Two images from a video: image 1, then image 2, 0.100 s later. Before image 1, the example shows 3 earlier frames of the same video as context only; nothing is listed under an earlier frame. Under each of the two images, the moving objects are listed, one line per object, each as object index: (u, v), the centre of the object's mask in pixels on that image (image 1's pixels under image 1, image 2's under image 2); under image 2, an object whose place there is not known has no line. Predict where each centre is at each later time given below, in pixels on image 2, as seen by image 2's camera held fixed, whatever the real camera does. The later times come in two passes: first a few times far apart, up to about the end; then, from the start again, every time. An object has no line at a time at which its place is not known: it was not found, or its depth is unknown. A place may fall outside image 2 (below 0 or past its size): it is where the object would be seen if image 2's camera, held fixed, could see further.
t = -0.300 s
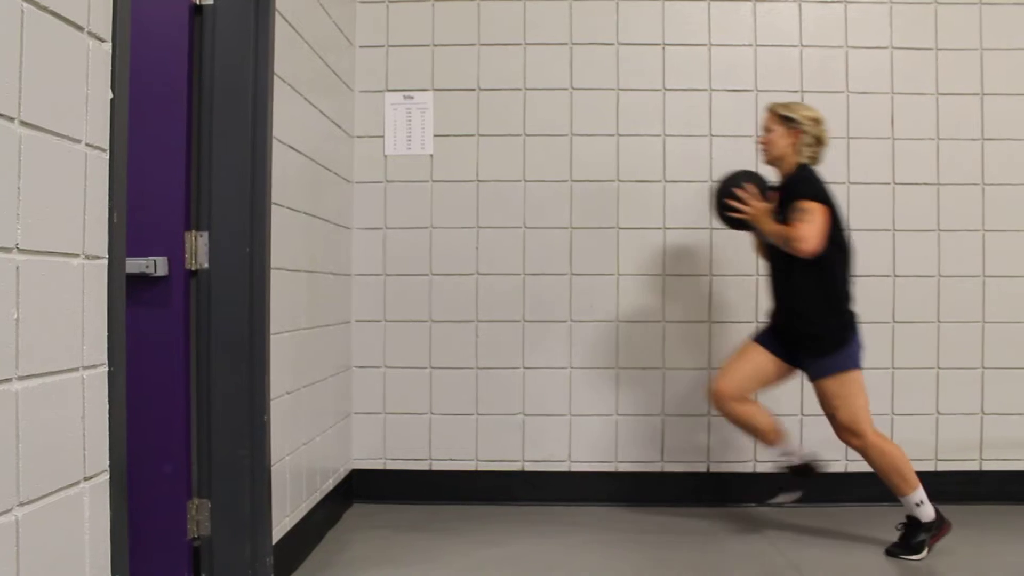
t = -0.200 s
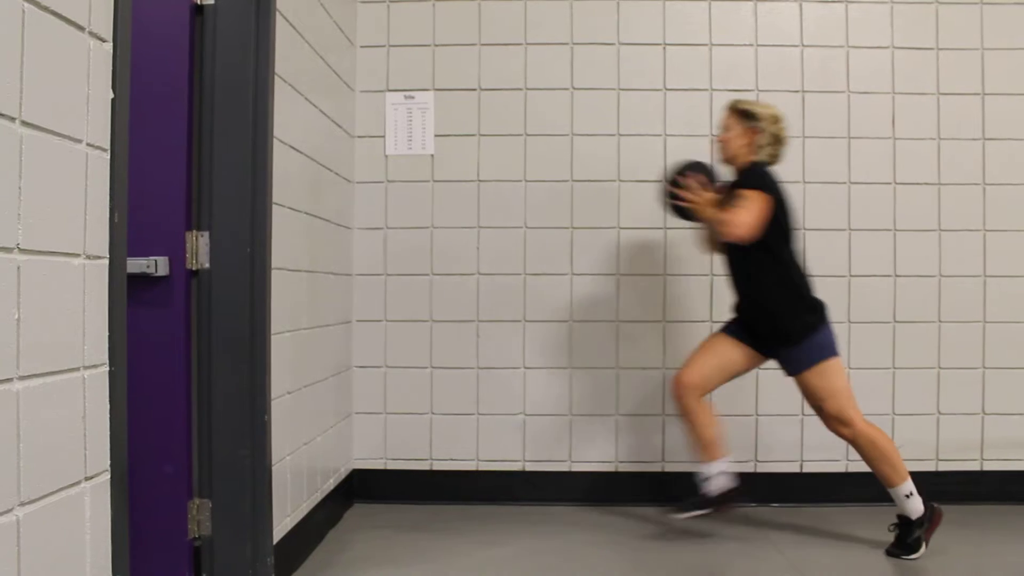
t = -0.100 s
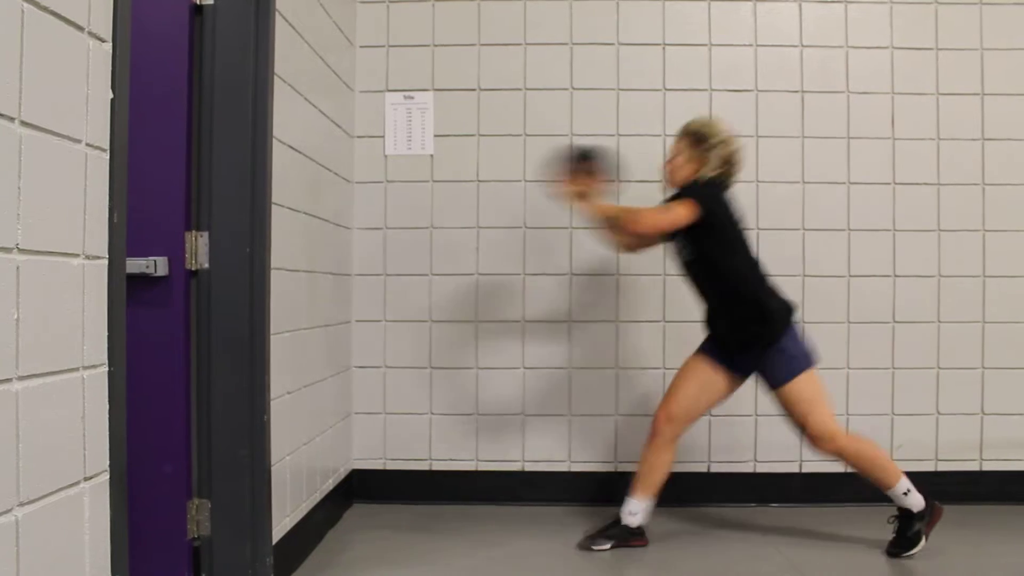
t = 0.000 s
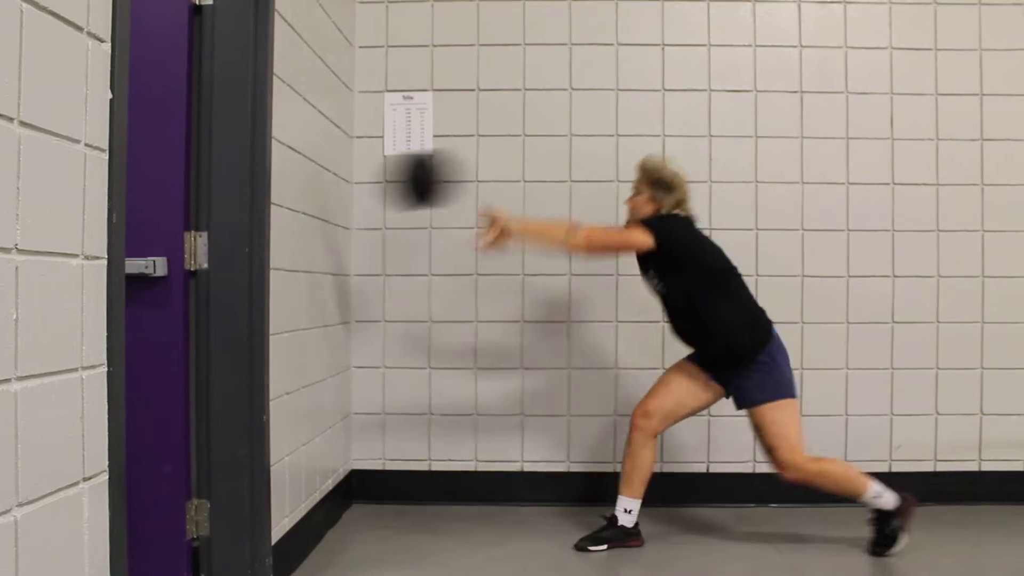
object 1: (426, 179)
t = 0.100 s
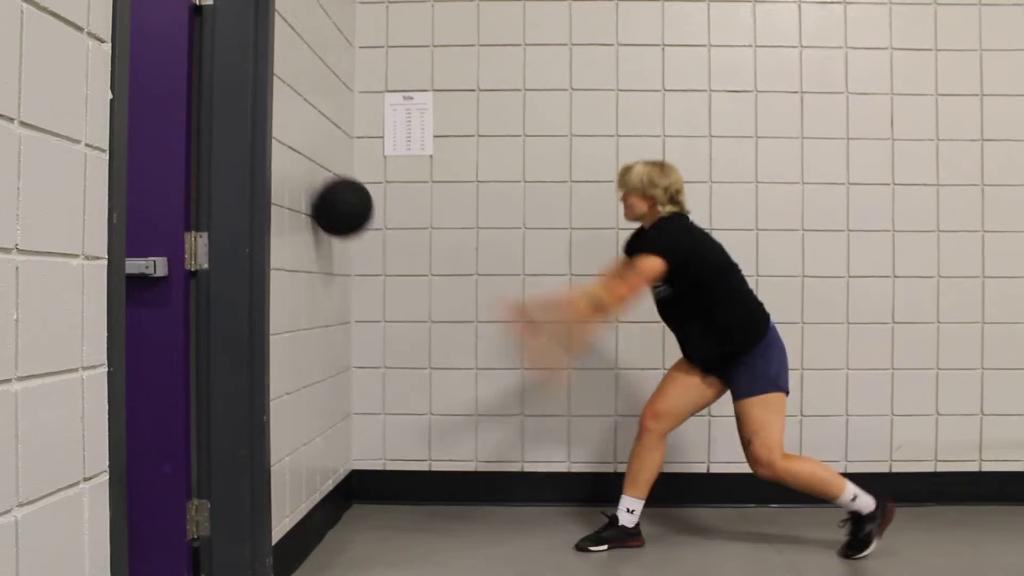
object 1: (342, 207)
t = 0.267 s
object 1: (372, 294)
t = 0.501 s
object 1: (410, 522)
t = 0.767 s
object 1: (438, 519)
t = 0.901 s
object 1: (438, 519)
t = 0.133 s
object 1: (349, 218)
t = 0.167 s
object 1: (356, 233)
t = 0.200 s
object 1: (361, 251)
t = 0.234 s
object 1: (367, 270)
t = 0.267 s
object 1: (372, 294)
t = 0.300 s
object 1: (377, 321)
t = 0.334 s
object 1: (383, 351)
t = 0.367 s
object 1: (388, 380)
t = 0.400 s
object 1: (393, 415)
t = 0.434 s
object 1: (398, 456)
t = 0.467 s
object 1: (405, 507)
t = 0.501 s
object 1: (410, 522)
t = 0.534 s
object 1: (415, 518)
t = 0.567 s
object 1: (421, 516)
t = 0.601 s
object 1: (426, 517)
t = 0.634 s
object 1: (430, 519)
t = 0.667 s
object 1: (433, 519)
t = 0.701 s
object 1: (435, 519)
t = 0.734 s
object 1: (437, 519)
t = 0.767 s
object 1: (438, 519)
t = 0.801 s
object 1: (439, 519)
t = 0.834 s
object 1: (439, 519)
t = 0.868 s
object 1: (439, 519)
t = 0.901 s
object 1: (438, 519)
